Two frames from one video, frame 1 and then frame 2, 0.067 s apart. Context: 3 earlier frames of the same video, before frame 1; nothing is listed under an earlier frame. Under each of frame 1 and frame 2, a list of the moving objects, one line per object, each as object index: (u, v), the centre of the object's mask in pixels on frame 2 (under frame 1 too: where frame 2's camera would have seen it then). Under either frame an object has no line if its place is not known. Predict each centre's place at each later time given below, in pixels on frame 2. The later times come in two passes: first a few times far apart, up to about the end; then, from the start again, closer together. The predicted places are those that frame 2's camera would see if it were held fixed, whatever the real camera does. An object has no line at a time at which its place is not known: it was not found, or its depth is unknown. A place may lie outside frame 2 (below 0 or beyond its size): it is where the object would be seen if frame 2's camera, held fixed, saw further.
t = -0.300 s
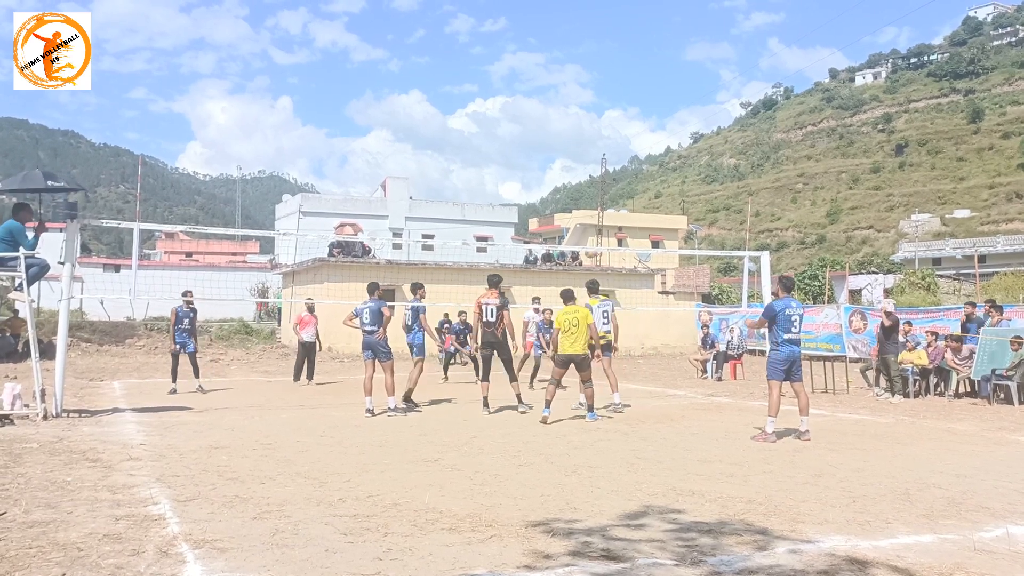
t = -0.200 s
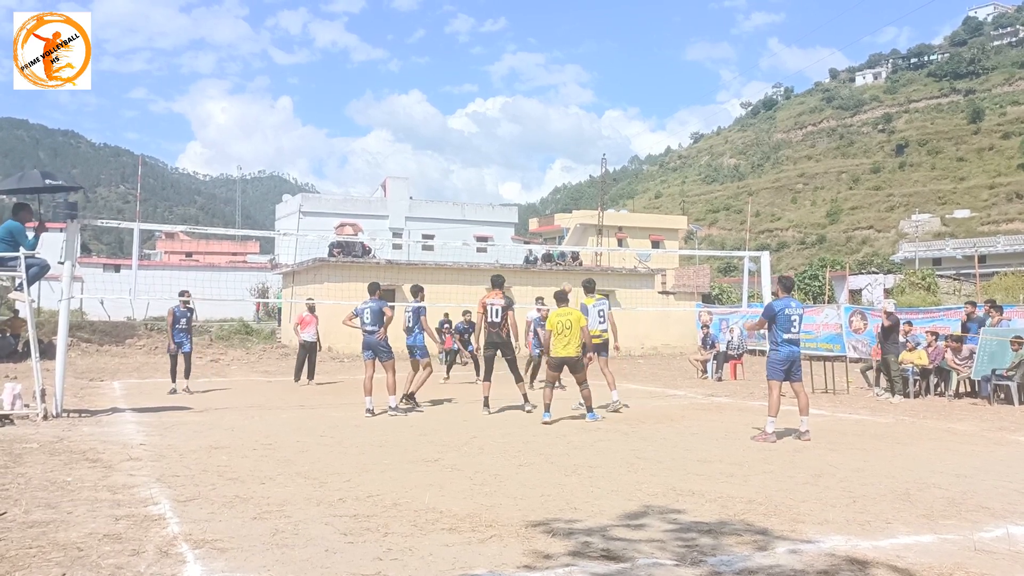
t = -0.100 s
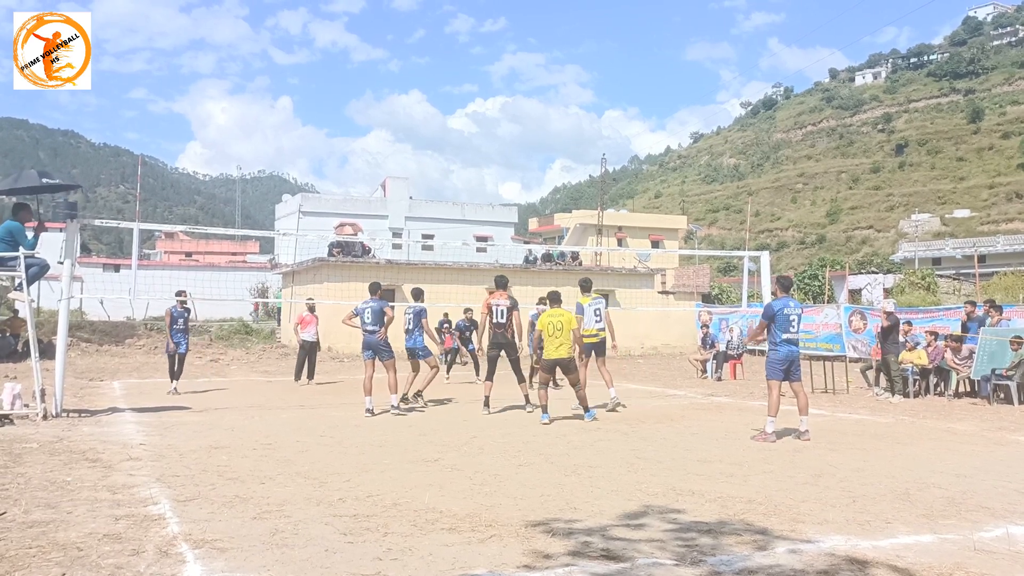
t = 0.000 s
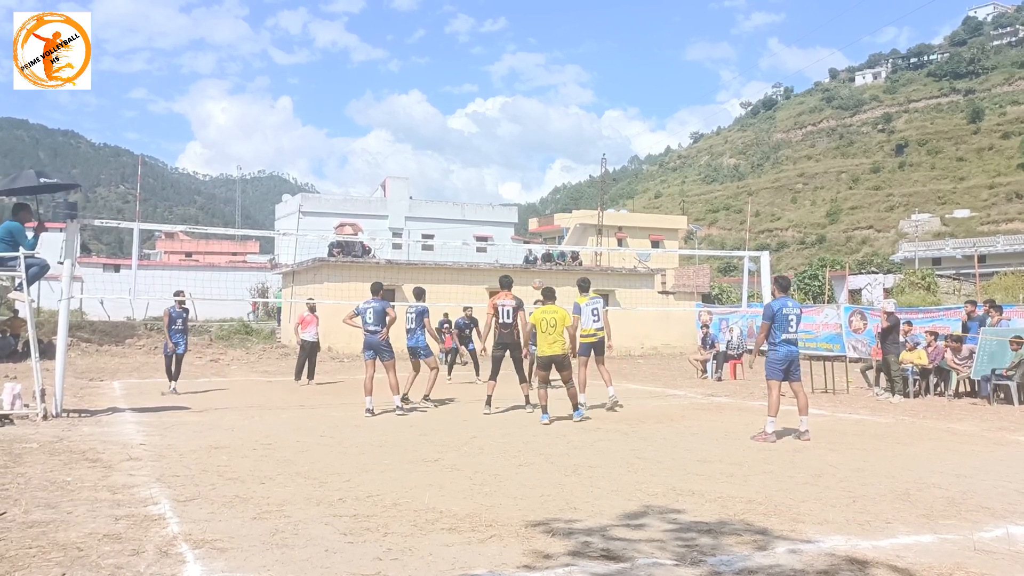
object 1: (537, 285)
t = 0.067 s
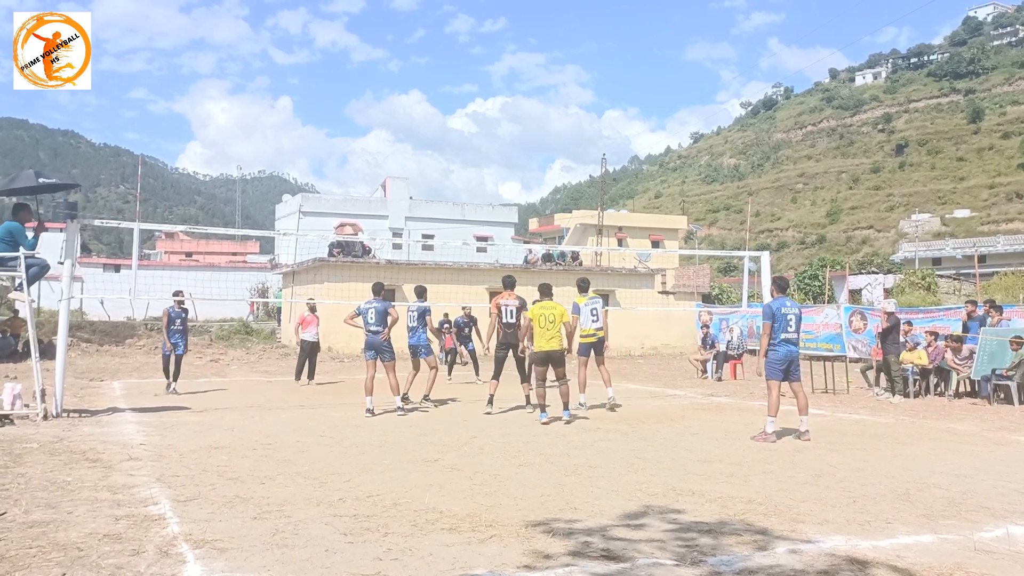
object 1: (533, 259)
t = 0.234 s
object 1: (517, 194)
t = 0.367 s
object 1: (506, 163)
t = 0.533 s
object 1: (490, 134)
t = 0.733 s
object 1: (471, 124)
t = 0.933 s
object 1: (450, 140)
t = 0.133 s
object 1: (527, 234)
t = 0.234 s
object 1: (517, 194)
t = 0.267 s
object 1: (515, 186)
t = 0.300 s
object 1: (512, 177)
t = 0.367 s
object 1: (506, 163)
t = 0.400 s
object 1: (504, 157)
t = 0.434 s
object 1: (501, 150)
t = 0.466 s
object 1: (497, 143)
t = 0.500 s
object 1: (493, 138)
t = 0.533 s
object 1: (490, 134)
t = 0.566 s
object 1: (487, 131)
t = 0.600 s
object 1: (484, 128)
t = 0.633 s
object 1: (481, 126)
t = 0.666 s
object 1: (478, 125)
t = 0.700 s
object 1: (474, 124)
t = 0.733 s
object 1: (471, 124)
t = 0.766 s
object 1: (468, 124)
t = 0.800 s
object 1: (465, 125)
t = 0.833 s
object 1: (462, 127)
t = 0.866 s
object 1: (456, 131)
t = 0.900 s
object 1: (453, 135)
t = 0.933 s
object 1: (450, 140)
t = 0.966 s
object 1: (446, 144)
